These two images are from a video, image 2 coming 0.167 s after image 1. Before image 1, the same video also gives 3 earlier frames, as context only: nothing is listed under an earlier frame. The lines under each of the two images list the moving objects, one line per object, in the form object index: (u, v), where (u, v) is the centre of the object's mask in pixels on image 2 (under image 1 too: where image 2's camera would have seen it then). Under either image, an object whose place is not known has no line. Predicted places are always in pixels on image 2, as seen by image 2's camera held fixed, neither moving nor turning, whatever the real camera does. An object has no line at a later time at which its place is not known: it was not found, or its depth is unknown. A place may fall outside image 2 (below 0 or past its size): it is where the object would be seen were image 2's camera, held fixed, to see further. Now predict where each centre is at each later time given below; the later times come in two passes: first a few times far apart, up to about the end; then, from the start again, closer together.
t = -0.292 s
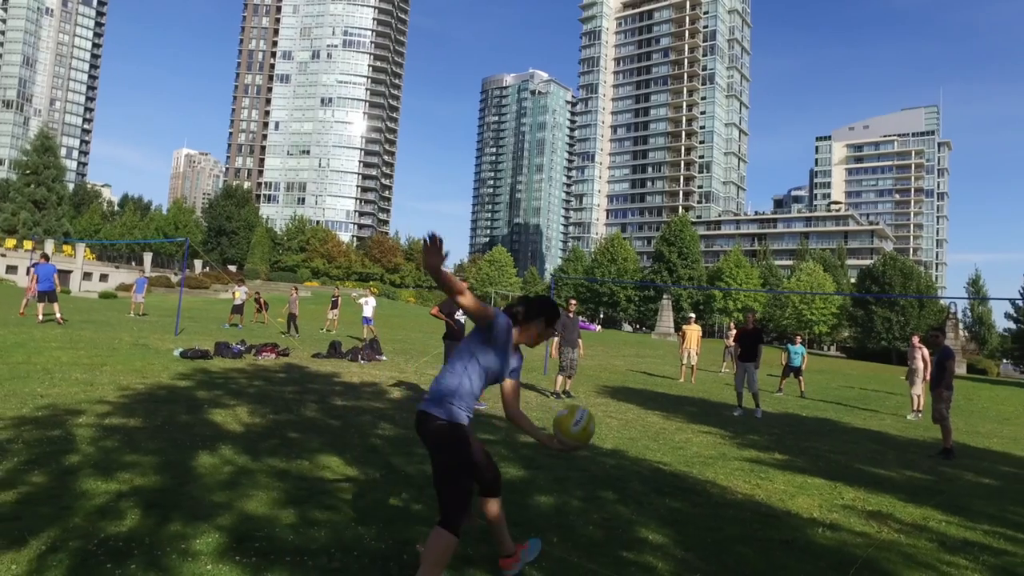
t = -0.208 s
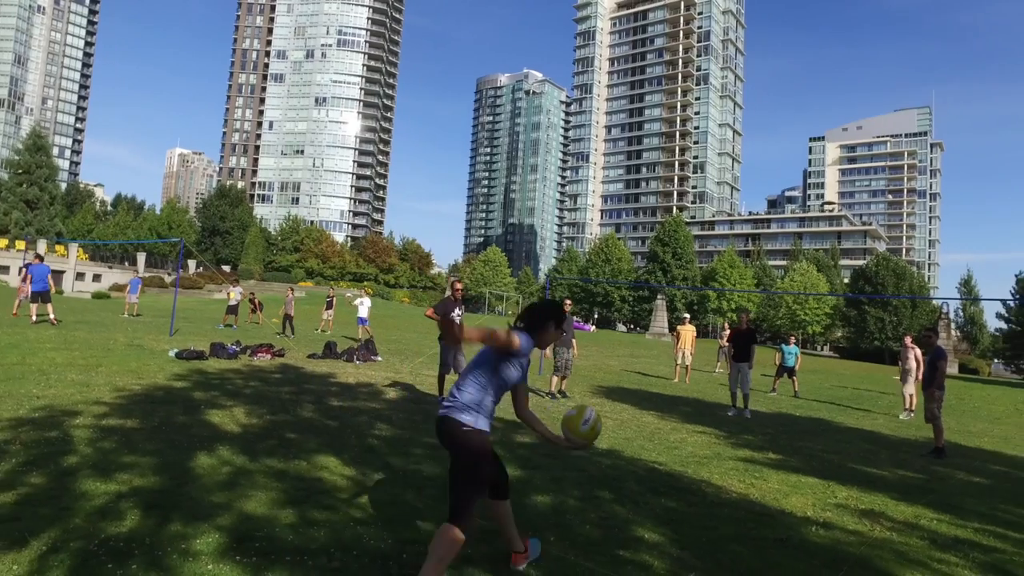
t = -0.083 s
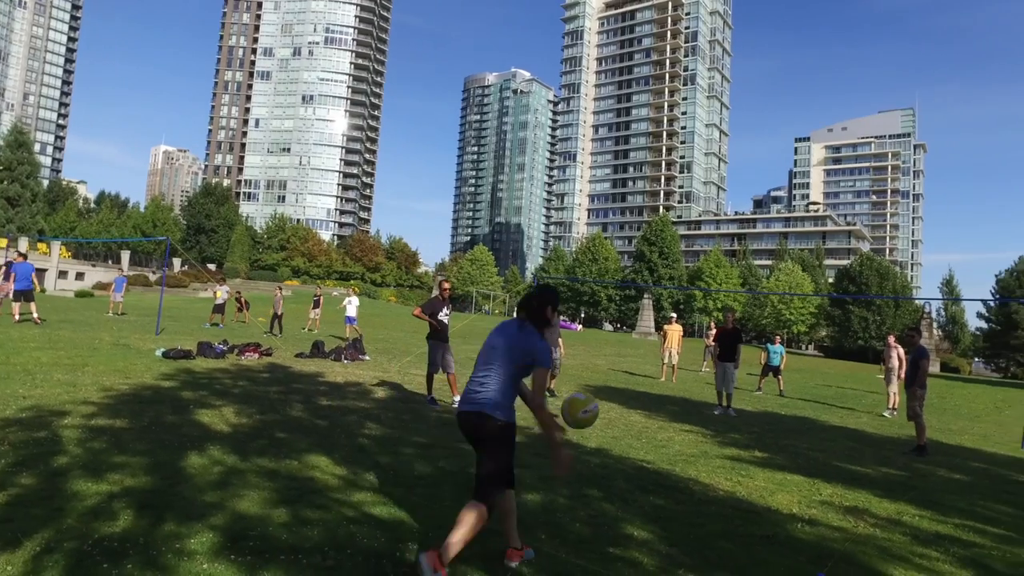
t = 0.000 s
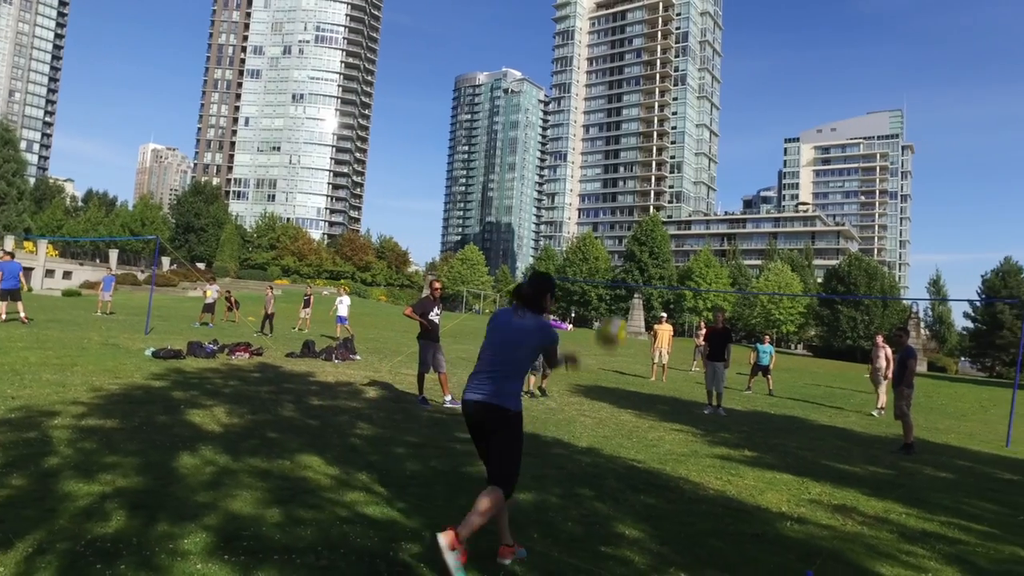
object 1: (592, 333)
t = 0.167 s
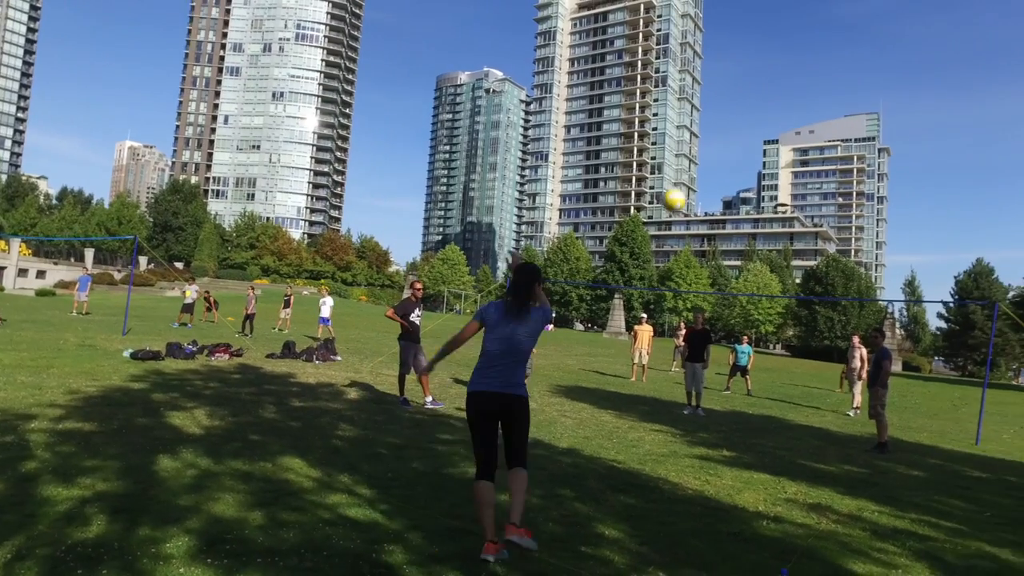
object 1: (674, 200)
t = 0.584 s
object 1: (760, 134)
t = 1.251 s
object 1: (813, 232)
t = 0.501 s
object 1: (748, 133)
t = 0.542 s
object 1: (754, 133)
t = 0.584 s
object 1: (760, 134)
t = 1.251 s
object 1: (813, 232)
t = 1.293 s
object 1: (814, 242)
